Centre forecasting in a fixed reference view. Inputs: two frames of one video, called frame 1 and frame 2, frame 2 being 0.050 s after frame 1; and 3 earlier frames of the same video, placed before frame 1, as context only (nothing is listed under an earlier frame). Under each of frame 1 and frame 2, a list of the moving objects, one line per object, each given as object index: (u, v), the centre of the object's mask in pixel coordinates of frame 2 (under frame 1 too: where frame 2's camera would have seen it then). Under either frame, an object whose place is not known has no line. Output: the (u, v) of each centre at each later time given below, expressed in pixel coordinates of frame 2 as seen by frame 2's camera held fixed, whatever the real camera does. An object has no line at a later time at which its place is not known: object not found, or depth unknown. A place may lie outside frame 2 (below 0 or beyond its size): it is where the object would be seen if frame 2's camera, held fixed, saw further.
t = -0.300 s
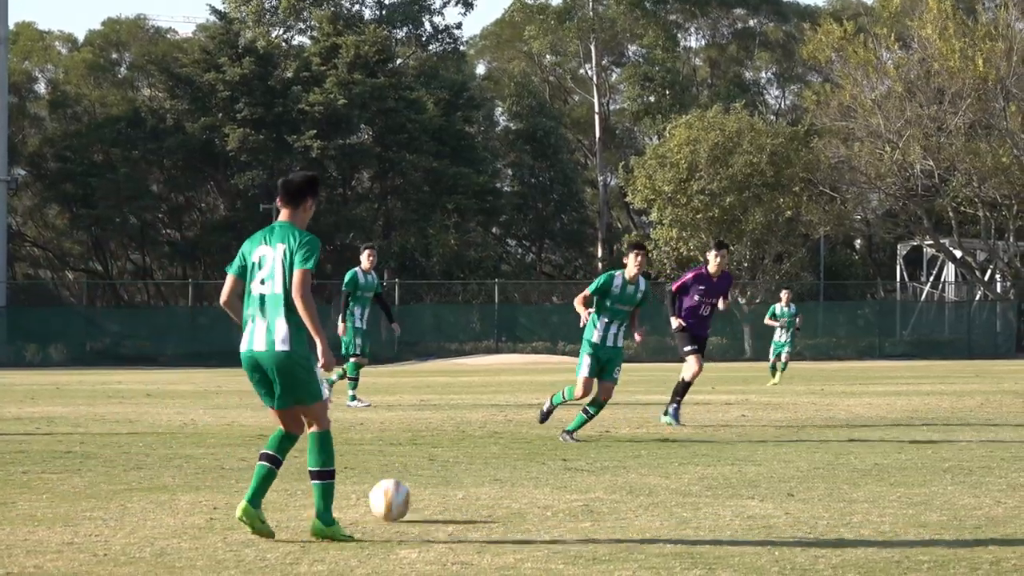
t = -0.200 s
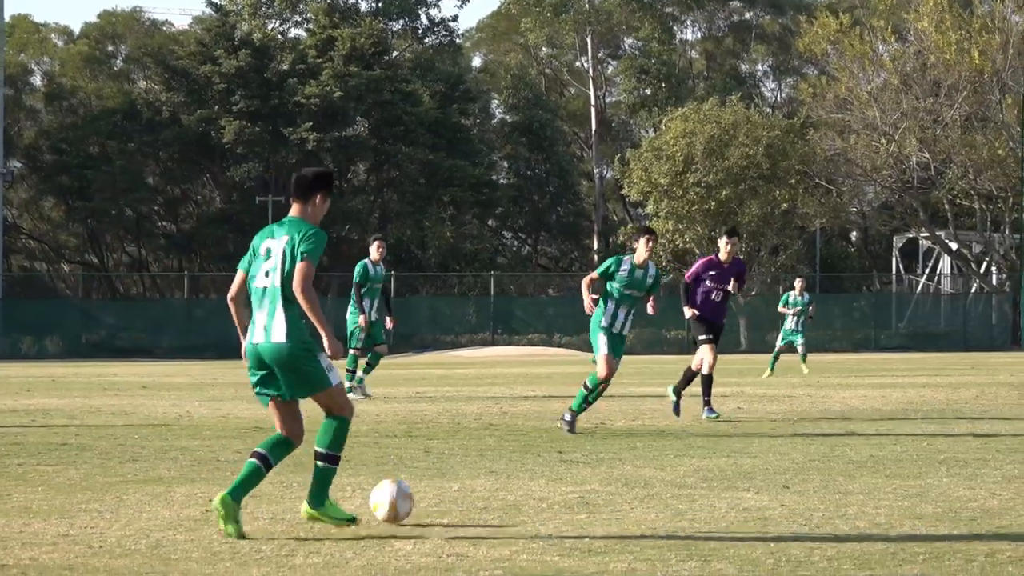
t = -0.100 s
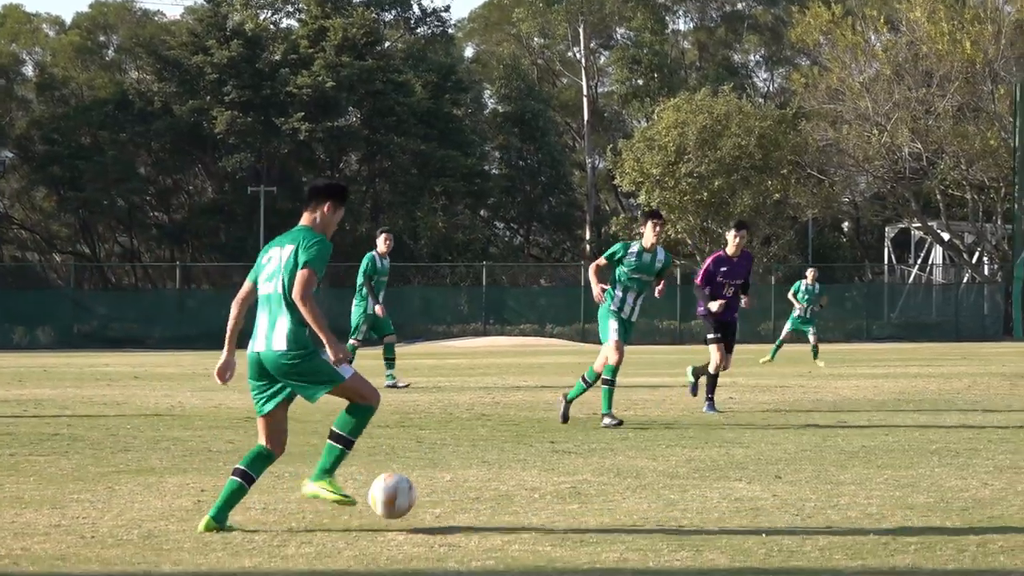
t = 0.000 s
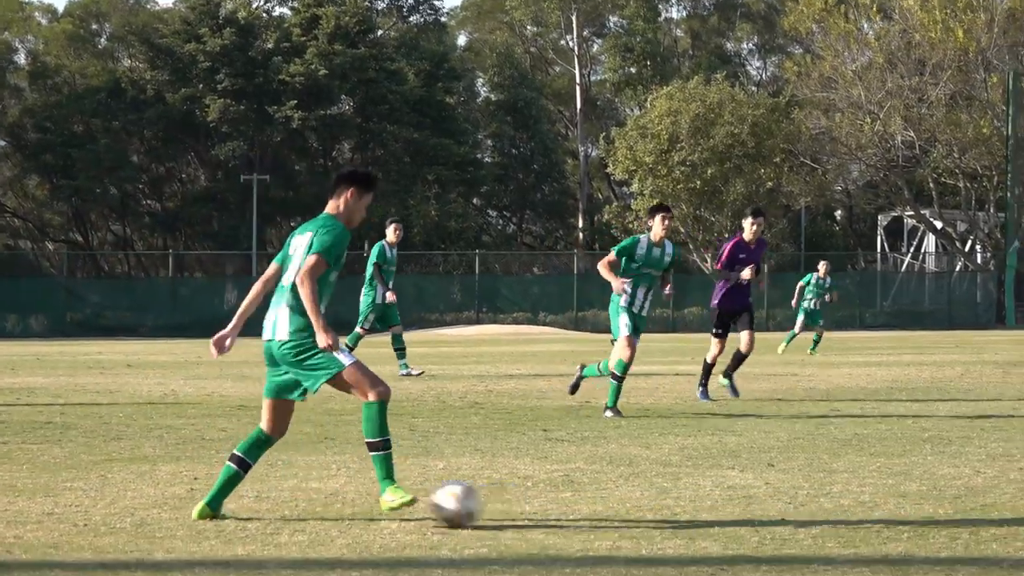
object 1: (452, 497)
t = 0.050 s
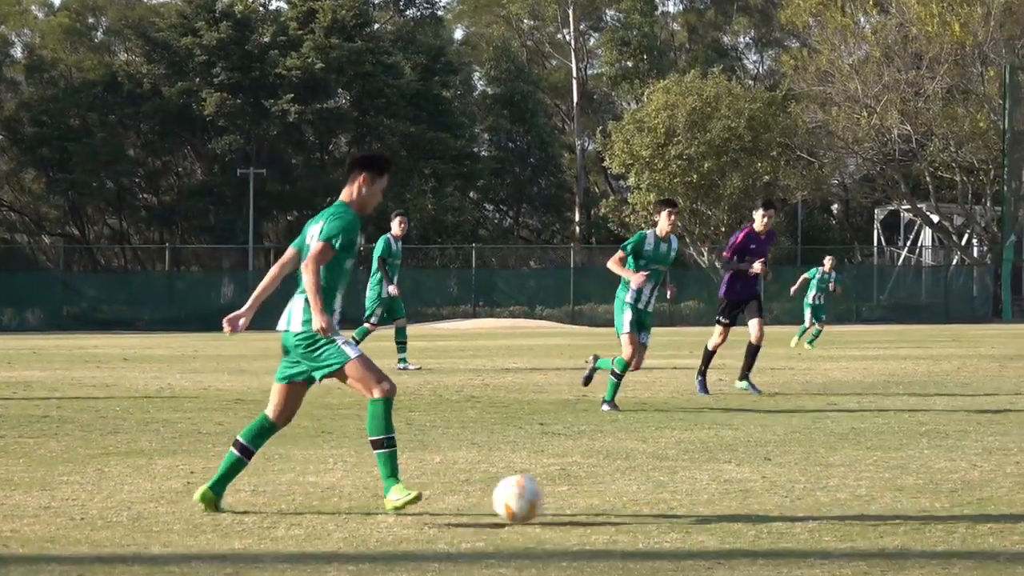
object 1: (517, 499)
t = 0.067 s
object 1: (538, 498)
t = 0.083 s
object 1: (560, 497)
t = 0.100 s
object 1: (582, 498)
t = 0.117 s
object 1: (604, 499)
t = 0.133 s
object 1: (627, 501)
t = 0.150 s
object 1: (650, 506)
